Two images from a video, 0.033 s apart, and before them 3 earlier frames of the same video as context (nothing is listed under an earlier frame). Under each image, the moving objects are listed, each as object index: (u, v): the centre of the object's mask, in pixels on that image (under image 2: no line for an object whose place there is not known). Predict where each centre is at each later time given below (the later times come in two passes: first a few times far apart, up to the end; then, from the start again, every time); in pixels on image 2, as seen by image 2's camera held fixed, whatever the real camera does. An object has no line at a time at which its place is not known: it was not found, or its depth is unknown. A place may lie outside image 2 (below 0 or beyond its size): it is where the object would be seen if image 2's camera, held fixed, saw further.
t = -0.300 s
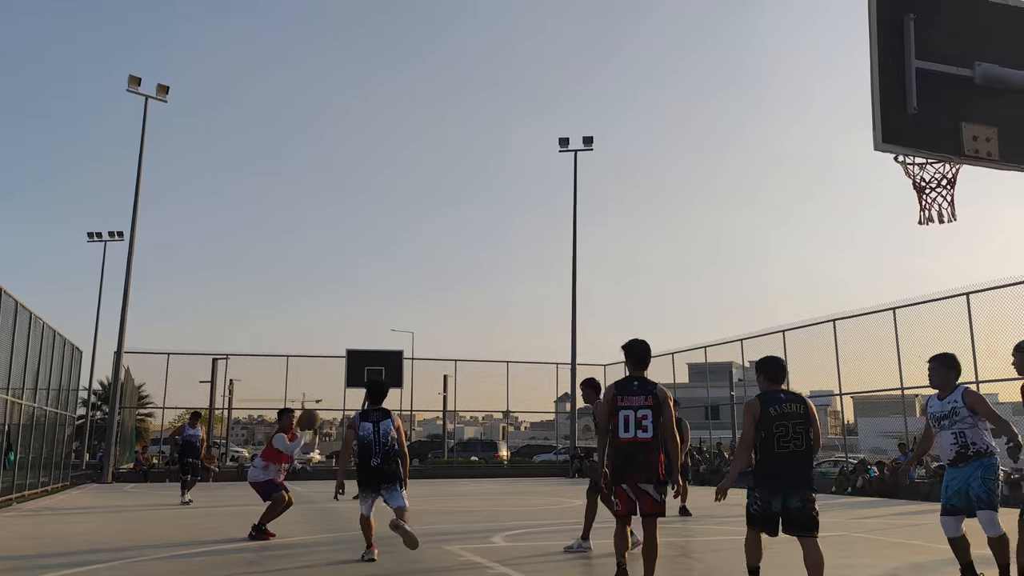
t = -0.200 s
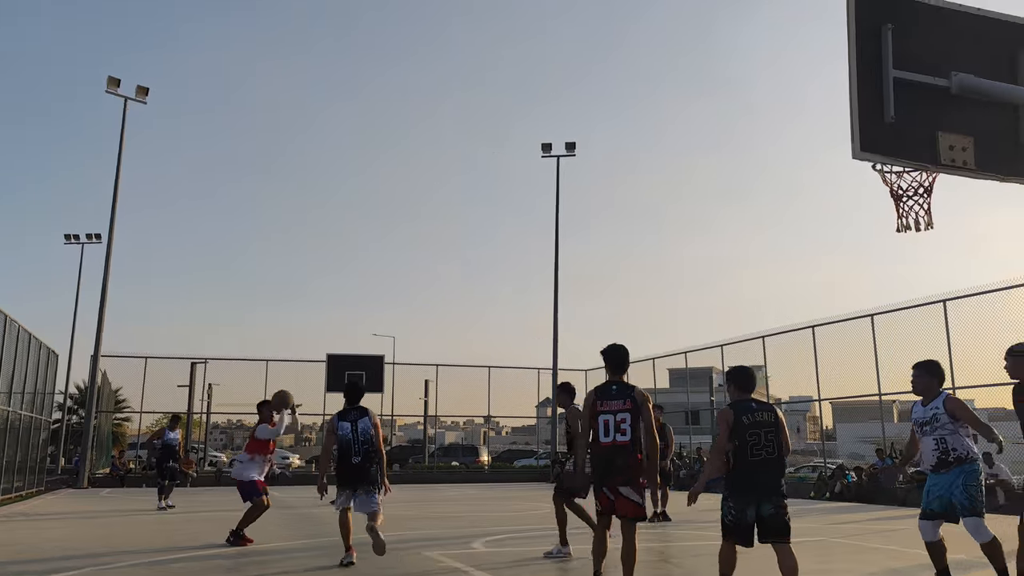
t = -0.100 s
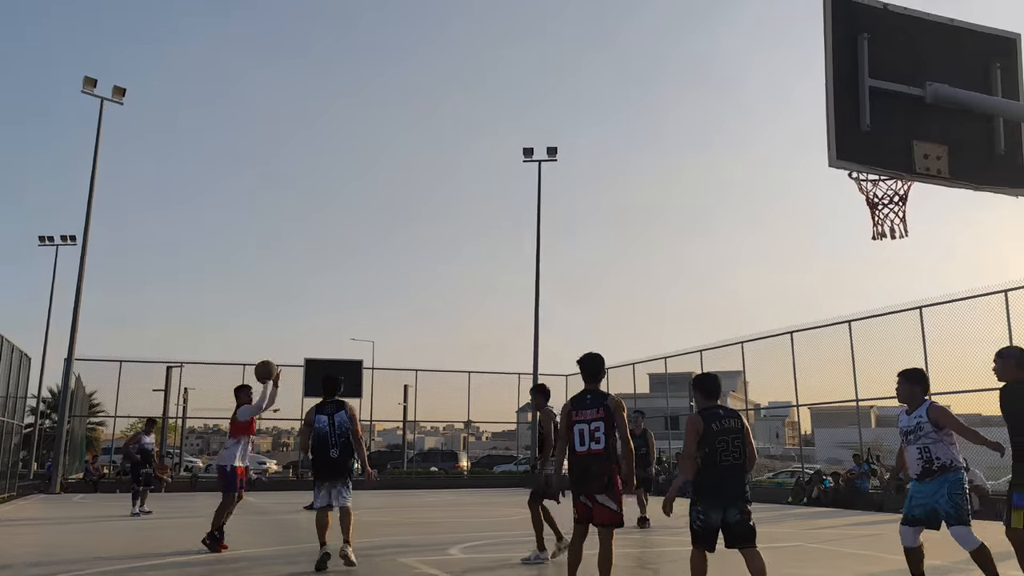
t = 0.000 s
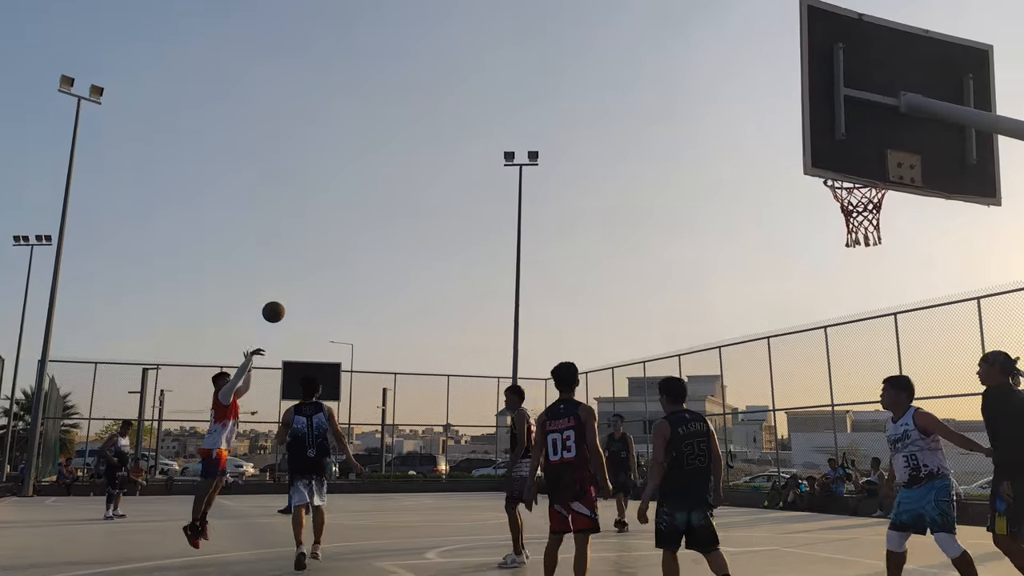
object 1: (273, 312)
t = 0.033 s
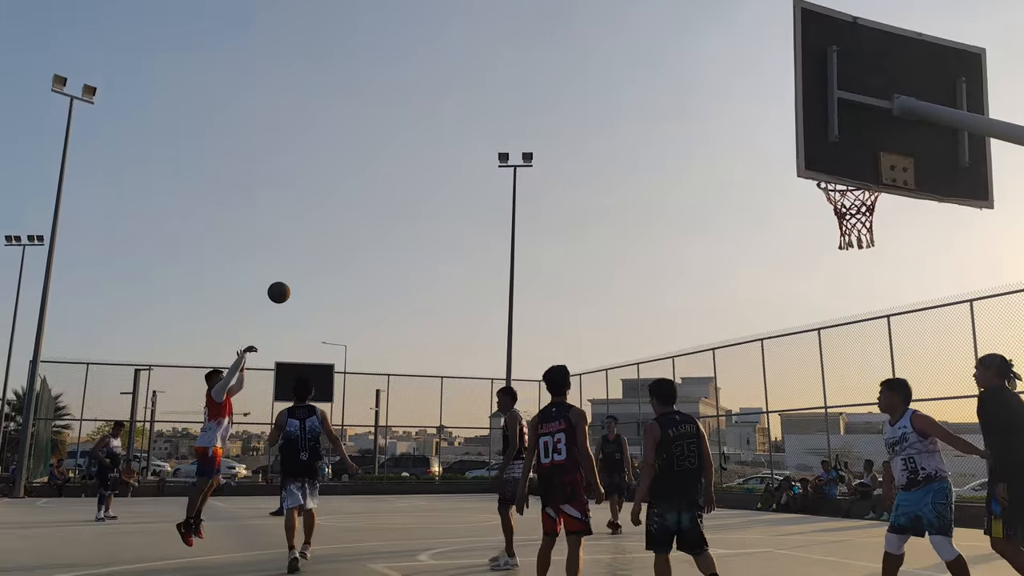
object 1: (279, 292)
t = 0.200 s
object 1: (341, 202)
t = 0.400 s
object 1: (421, 120)
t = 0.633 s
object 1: (519, 62)
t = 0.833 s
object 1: (614, 49)
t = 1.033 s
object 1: (725, 77)
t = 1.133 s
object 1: (783, 110)
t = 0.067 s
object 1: (291, 272)
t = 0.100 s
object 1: (304, 253)
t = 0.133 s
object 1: (316, 235)
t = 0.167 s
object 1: (329, 218)
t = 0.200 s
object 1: (341, 202)
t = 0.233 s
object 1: (354, 186)
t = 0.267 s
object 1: (368, 171)
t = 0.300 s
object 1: (381, 157)
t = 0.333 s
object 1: (394, 144)
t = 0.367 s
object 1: (408, 132)
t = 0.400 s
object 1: (421, 120)
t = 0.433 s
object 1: (435, 109)
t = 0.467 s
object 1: (448, 99)
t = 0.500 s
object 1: (462, 90)
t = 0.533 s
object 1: (476, 82)
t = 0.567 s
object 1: (490, 75)
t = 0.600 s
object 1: (504, 68)
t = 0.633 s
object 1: (519, 62)
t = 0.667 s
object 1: (534, 58)
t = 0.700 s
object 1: (549, 54)
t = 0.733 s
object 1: (565, 51)
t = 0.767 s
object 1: (581, 49)
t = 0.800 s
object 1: (597, 48)
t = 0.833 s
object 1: (614, 49)
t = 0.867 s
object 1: (631, 50)
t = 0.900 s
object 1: (649, 53)
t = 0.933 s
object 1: (667, 57)
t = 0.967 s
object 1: (686, 62)
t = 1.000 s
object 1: (705, 68)
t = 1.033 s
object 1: (725, 77)
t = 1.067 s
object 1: (745, 86)
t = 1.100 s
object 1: (765, 97)
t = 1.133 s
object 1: (783, 110)
